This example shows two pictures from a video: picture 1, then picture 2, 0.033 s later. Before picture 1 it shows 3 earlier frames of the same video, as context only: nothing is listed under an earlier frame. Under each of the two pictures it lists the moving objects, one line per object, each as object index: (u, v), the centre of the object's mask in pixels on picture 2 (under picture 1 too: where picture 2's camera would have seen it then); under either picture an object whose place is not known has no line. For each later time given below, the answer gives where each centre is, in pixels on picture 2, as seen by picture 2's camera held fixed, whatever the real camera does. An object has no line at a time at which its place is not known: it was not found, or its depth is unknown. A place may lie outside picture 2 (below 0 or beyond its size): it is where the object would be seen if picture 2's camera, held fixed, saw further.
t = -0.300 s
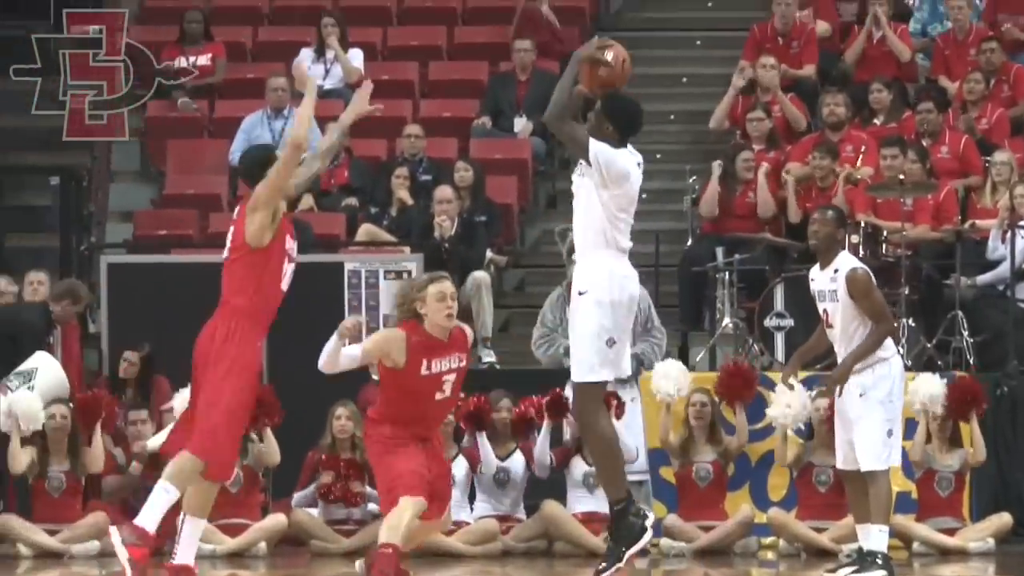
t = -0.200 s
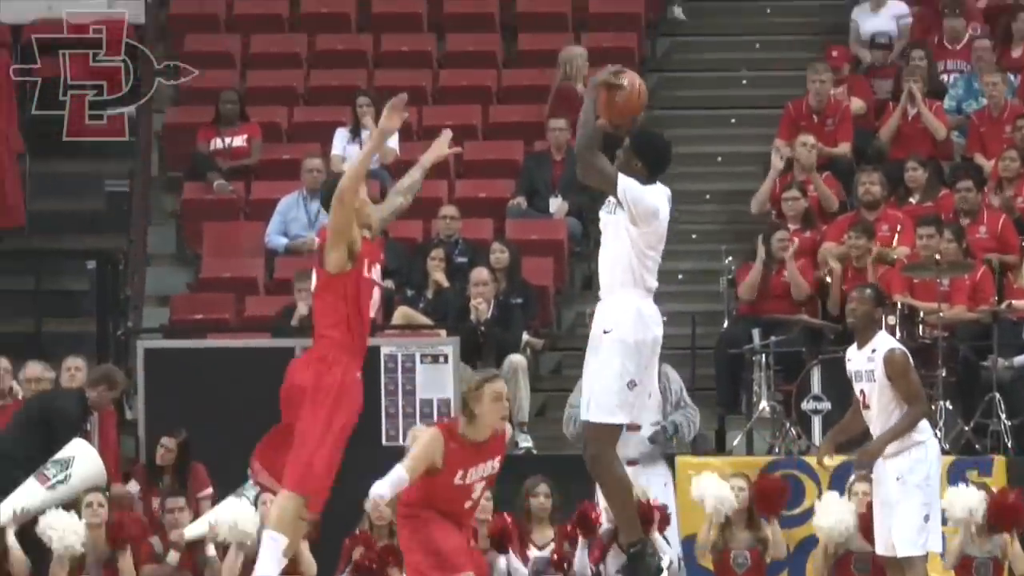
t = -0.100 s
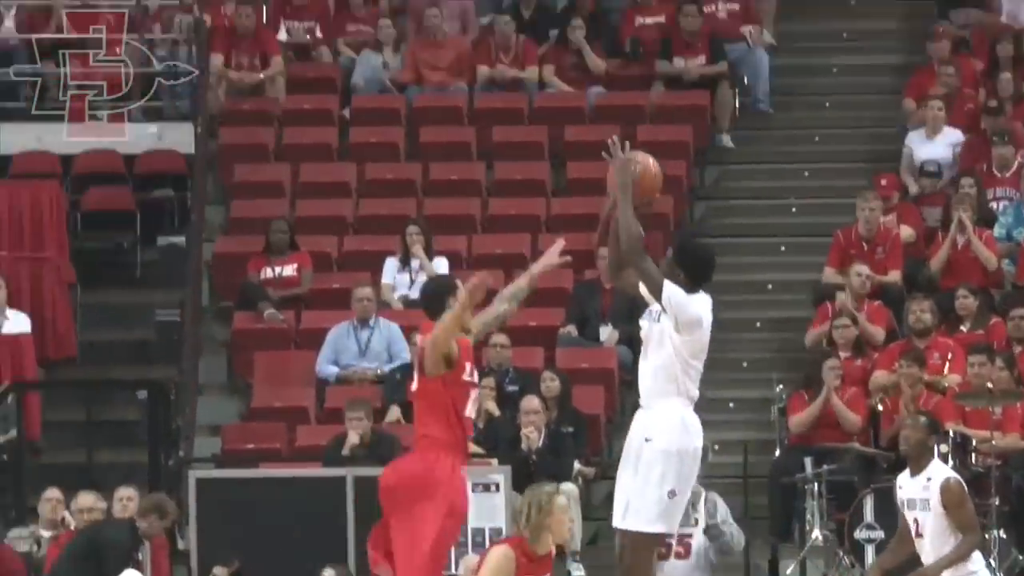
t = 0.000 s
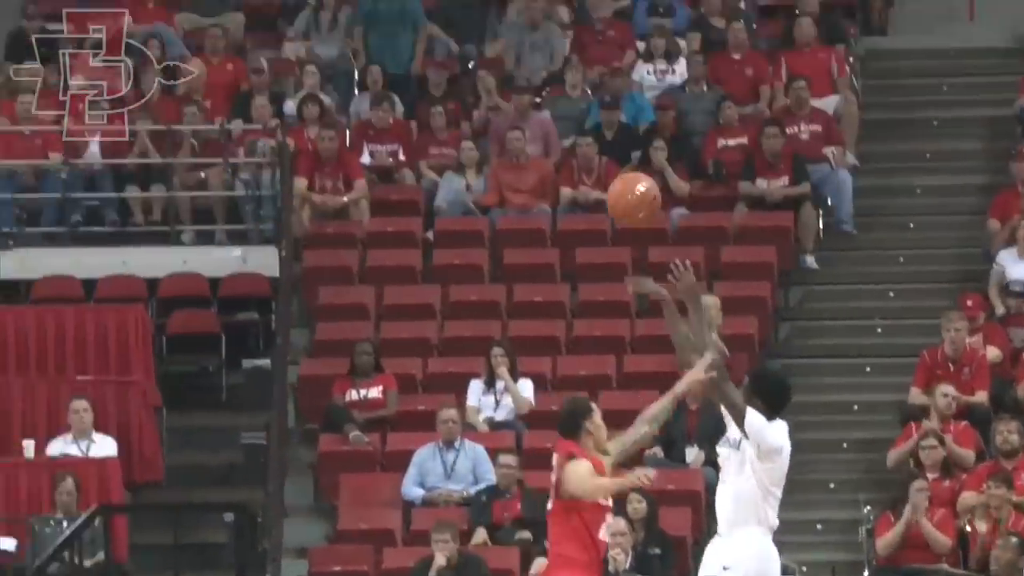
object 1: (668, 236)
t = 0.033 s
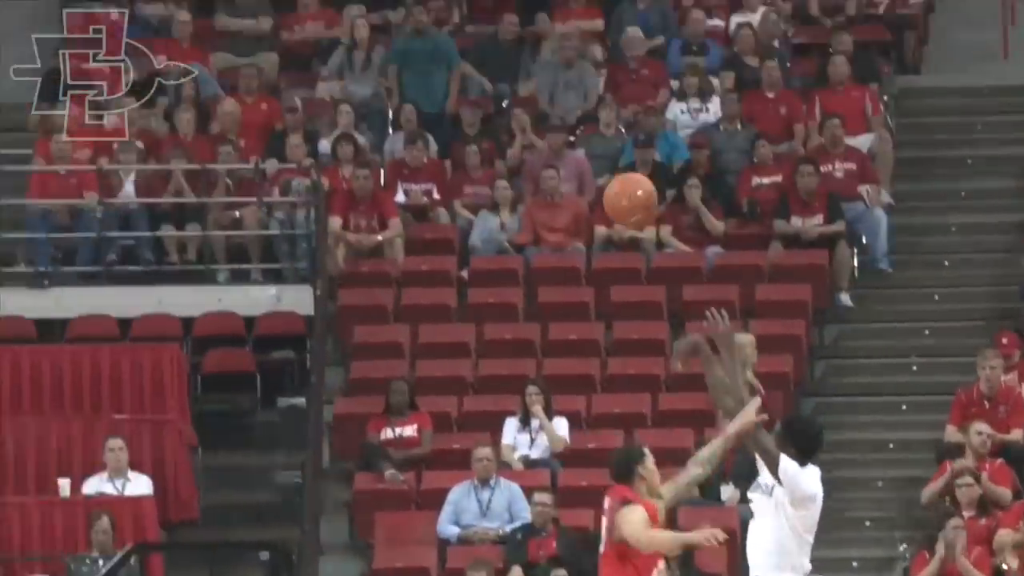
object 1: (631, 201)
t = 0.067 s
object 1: (594, 167)
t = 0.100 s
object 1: (558, 135)
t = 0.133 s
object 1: (524, 106)
